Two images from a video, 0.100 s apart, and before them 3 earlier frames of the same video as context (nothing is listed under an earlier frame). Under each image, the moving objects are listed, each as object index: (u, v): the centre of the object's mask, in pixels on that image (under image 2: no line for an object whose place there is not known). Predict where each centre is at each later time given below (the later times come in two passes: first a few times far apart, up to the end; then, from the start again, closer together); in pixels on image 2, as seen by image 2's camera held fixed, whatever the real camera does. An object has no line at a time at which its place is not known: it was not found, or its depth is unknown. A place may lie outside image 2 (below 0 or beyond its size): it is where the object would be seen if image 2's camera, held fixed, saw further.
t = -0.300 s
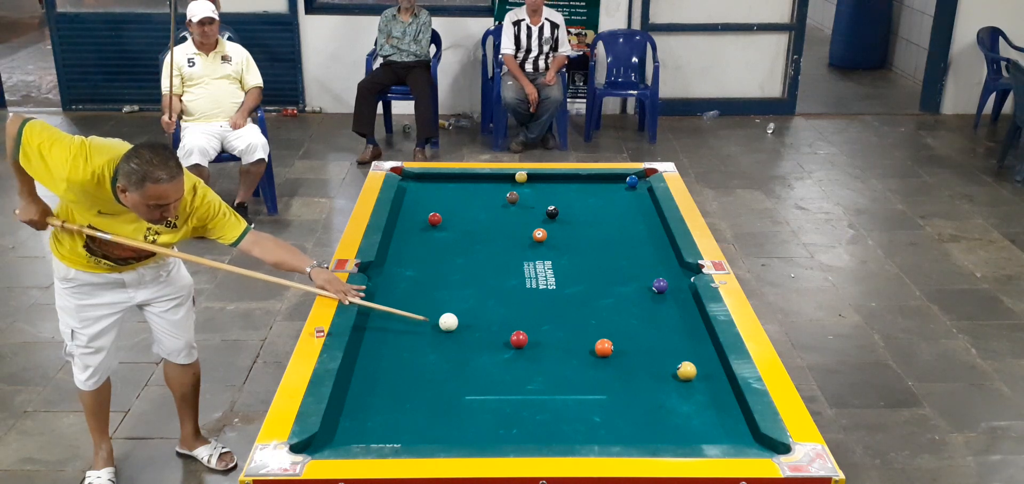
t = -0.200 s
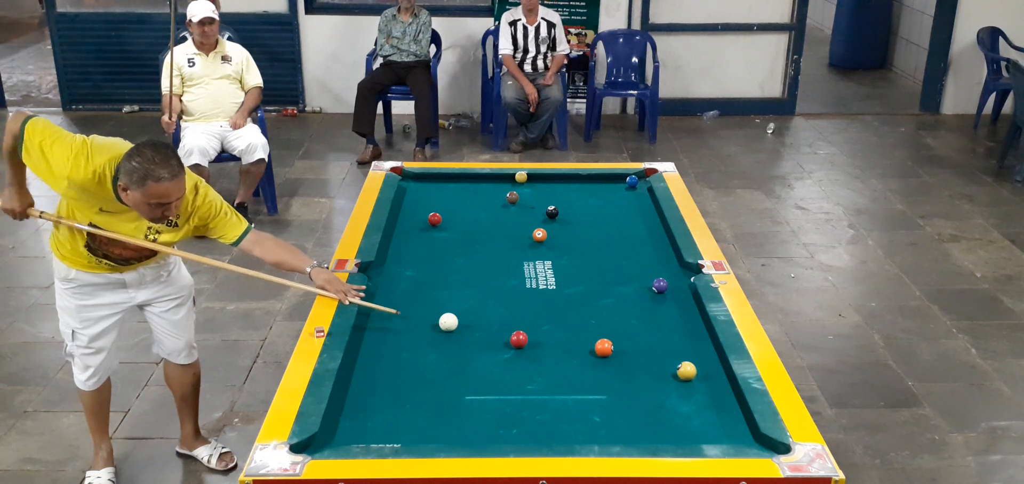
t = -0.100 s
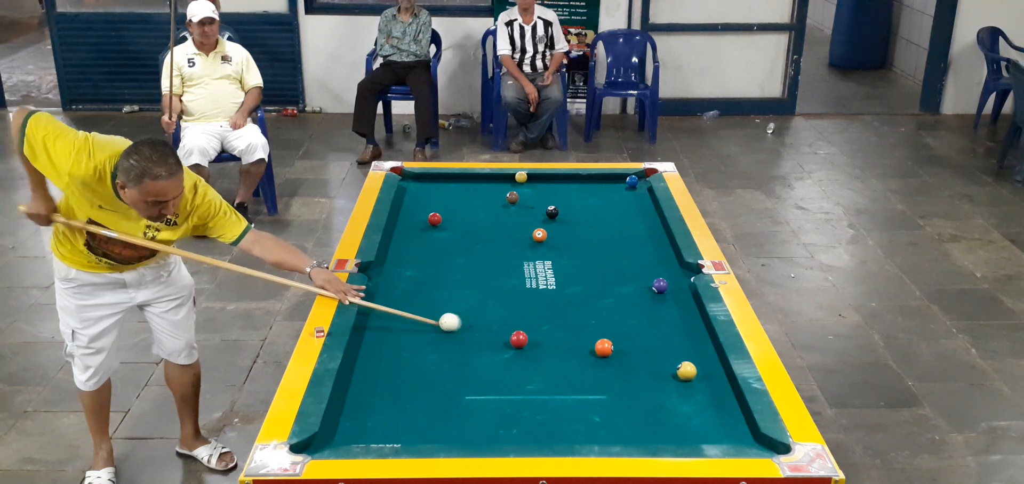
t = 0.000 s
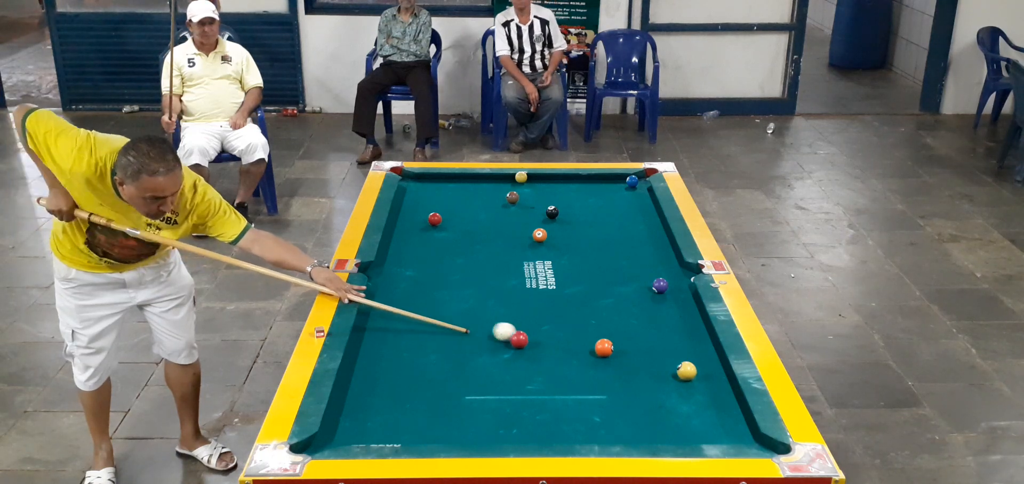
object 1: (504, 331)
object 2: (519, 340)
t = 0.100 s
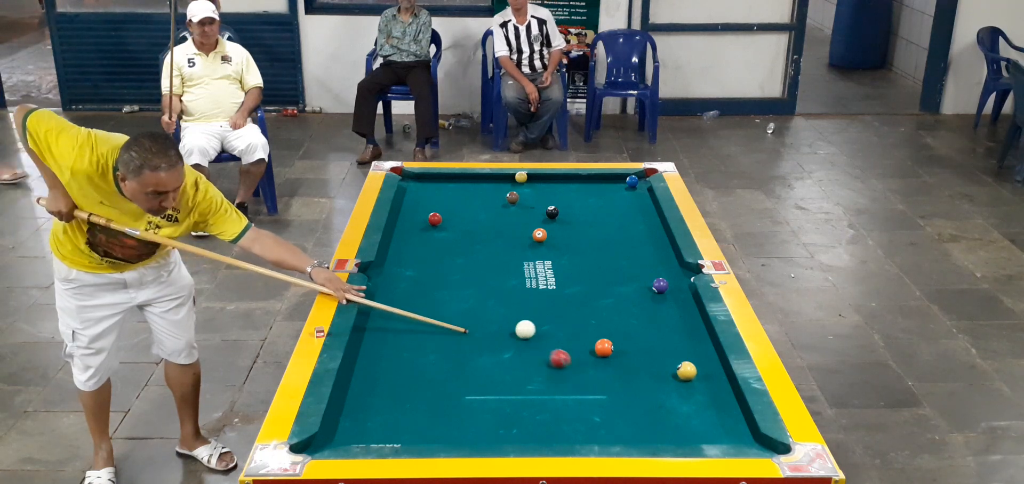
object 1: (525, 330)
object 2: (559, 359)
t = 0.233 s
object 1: (539, 326)
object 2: (610, 383)
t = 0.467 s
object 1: (559, 320)
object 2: (707, 428)
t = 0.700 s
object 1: (577, 315)
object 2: (763, 445)
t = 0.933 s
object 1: (592, 311)
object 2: (758, 445)
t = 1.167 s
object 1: (604, 307)
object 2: (758, 443)
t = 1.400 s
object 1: (614, 305)
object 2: (758, 443)
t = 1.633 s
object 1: (622, 303)
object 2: (759, 443)
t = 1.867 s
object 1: (627, 302)
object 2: (759, 443)
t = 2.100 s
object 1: (630, 302)
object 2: (759, 443)
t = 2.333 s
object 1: (631, 302)
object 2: (759, 443)
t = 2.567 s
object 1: (630, 302)
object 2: (759, 443)
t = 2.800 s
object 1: (630, 302)
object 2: (759, 443)
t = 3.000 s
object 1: (630, 302)
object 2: (759, 443)
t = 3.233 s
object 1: (630, 302)
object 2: (759, 443)
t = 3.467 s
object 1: (630, 302)
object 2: (759, 443)
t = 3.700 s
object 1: (630, 302)
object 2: (758, 443)
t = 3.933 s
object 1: (630, 302)
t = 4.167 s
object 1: (630, 302)
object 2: (760, 443)
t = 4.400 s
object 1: (630, 302)
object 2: (759, 443)
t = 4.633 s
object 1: (630, 302)
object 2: (759, 443)
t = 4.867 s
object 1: (630, 302)
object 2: (760, 443)
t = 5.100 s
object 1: (630, 302)
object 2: (760, 443)
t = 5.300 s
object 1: (630, 302)
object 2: (760, 443)
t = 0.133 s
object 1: (529, 329)
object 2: (572, 365)
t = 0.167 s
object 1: (533, 328)
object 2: (584, 371)
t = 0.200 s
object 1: (536, 327)
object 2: (597, 377)
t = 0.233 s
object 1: (539, 326)
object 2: (610, 383)
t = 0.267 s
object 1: (542, 325)
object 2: (622, 389)
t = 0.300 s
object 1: (545, 324)
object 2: (636, 395)
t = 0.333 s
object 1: (548, 323)
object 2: (650, 402)
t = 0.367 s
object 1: (551, 322)
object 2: (664, 408)
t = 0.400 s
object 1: (554, 322)
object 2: (678, 415)
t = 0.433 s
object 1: (557, 321)
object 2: (692, 422)
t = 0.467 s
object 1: (559, 320)
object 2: (707, 428)
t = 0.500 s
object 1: (562, 319)
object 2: (723, 435)
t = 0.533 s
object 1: (565, 318)
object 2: (738, 439)
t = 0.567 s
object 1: (567, 318)
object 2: (753, 441)
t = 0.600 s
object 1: (570, 317)
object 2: (762, 443)
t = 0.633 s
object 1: (572, 316)
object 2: (760, 445)
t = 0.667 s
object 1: (575, 316)
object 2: (761, 445)
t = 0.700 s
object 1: (577, 315)
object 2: (763, 445)
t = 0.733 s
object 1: (579, 314)
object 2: (765, 444)
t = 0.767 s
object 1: (581, 314)
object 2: (764, 444)
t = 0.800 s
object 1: (584, 313)
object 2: (763, 445)
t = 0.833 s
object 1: (586, 312)
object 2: (762, 445)
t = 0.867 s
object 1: (588, 312)
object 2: (761, 445)
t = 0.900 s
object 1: (590, 311)
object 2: (759, 445)
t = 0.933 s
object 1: (592, 311)
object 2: (758, 445)
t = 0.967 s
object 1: (594, 310)
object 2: (758, 444)
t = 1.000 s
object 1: (596, 310)
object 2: (758, 444)
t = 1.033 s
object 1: (598, 309)
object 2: (758, 444)
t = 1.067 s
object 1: (599, 309)
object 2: (758, 444)
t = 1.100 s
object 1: (601, 308)
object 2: (758, 444)
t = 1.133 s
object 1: (603, 308)
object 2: (758, 443)
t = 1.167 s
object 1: (604, 307)
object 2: (758, 443)
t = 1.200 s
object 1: (606, 307)
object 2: (758, 443)
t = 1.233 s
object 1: (607, 307)
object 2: (758, 443)
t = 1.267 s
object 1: (609, 306)
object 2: (758, 443)
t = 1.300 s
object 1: (610, 306)
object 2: (758, 443)
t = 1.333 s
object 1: (612, 306)
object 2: (758, 443)
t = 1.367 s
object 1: (613, 305)
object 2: (758, 443)
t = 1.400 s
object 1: (614, 305)
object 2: (758, 443)
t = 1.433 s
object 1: (616, 305)
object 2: (758, 443)
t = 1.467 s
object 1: (617, 304)
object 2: (758, 443)
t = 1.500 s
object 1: (618, 304)
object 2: (758, 443)
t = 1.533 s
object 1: (619, 304)
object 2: (759, 443)
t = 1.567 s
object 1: (620, 304)
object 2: (759, 443)
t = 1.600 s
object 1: (621, 303)
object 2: (759, 443)
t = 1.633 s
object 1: (622, 303)
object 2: (759, 443)
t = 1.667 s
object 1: (623, 303)
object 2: (759, 443)
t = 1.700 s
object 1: (624, 303)
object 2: (759, 443)
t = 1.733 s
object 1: (625, 303)
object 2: (759, 443)
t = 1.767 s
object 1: (625, 303)
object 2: (759, 443)
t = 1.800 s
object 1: (626, 302)
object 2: (759, 443)
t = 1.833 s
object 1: (627, 302)
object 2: (759, 443)
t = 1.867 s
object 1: (627, 302)
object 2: (759, 443)
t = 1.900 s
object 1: (628, 302)
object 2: (759, 443)
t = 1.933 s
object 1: (629, 302)
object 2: (759, 443)
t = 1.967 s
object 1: (629, 302)
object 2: (759, 443)
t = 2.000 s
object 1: (630, 302)
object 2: (759, 443)
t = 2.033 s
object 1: (630, 302)
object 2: (759, 443)
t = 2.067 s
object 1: (630, 302)
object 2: (759, 443)
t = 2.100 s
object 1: (630, 302)
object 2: (759, 443)
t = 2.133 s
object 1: (631, 302)
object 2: (759, 443)
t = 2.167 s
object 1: (631, 302)
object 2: (759, 443)
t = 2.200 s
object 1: (631, 302)
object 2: (759, 443)
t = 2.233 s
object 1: (631, 302)
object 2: (759, 443)
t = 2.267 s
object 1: (631, 302)
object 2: (759, 443)
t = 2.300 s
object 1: (631, 302)
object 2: (759, 443)
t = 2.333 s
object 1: (631, 302)
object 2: (759, 443)
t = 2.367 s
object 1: (630, 302)
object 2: (759, 443)
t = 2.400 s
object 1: (630, 302)
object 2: (759, 443)
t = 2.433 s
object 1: (630, 302)
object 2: (759, 443)
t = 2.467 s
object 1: (630, 302)
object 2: (759, 443)
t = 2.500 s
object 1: (630, 302)
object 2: (759, 443)
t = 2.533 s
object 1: (630, 302)
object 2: (759, 443)
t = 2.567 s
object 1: (630, 302)
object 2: (759, 443)
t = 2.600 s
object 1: (630, 302)
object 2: (759, 443)
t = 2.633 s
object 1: (630, 302)
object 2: (759, 443)
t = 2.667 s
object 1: (630, 302)
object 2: (759, 443)
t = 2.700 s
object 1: (630, 302)
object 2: (759, 443)
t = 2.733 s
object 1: (630, 302)
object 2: (759, 443)
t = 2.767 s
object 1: (630, 302)
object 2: (759, 443)
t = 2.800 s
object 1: (630, 302)
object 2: (759, 443)
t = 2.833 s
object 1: (630, 302)
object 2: (759, 443)
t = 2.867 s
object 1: (630, 302)
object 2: (759, 443)
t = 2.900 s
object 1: (630, 302)
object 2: (759, 443)
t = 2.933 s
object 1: (630, 302)
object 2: (759, 443)
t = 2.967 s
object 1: (630, 302)
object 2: (759, 443)
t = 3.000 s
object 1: (630, 302)
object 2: (759, 443)
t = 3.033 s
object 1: (630, 302)
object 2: (759, 443)
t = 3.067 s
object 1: (630, 302)
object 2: (759, 443)
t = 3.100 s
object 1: (630, 302)
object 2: (759, 443)
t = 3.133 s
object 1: (630, 302)
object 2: (759, 443)
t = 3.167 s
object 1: (630, 302)
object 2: (759, 443)
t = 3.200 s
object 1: (630, 302)
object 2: (759, 443)
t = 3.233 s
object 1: (630, 302)
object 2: (759, 443)
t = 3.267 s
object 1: (630, 302)
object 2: (759, 443)
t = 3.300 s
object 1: (630, 302)
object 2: (759, 443)
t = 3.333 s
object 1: (630, 302)
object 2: (759, 443)
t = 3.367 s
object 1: (630, 302)
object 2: (759, 443)
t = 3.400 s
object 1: (630, 302)
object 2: (759, 443)
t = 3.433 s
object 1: (630, 302)
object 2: (759, 443)
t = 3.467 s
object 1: (630, 302)
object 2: (759, 443)
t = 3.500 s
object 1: (630, 302)
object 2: (760, 443)
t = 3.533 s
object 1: (630, 302)
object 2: (759, 443)
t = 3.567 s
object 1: (630, 302)
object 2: (760, 443)
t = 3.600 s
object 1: (630, 302)
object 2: (759, 443)
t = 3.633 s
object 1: (630, 302)
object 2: (759, 443)
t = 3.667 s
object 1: (630, 302)
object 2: (759, 443)
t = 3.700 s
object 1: (630, 302)
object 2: (758, 443)
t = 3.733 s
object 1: (630, 302)
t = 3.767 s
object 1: (630, 302)
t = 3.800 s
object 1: (630, 302)
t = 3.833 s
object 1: (630, 302)
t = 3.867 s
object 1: (630, 302)
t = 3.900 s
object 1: (630, 302)
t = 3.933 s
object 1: (630, 302)
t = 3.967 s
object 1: (630, 302)
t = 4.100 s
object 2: (760, 443)
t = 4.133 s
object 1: (630, 301)
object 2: (759, 443)
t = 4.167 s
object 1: (630, 302)
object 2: (760, 443)
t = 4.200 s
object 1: (630, 302)
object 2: (760, 443)
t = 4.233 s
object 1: (630, 302)
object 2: (760, 443)
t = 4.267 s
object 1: (630, 302)
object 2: (760, 443)
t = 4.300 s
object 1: (630, 302)
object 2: (760, 443)
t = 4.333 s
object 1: (630, 302)
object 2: (760, 443)
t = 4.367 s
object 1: (630, 302)
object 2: (759, 443)
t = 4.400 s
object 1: (630, 302)
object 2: (759, 443)
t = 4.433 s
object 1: (630, 302)
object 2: (759, 443)
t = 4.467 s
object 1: (630, 302)
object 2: (759, 443)
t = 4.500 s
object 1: (630, 302)
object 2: (759, 443)
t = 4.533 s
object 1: (630, 302)
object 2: (760, 443)
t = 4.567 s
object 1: (630, 302)
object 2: (759, 443)
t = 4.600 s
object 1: (630, 302)
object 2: (759, 443)
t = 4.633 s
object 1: (630, 302)
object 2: (759, 443)
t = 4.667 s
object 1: (630, 302)
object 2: (760, 443)
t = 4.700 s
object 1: (630, 302)
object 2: (760, 443)
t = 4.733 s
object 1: (630, 302)
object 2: (759, 443)
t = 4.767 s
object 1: (630, 302)
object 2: (759, 443)
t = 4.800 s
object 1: (630, 302)
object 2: (760, 443)
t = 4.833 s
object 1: (630, 302)
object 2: (760, 443)
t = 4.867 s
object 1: (630, 302)
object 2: (760, 443)
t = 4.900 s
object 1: (630, 302)
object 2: (760, 443)
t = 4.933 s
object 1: (630, 302)
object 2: (759, 443)
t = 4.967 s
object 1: (630, 302)
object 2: (760, 443)
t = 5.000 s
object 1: (630, 302)
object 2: (760, 443)
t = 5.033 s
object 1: (630, 302)
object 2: (759, 443)
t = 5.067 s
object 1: (630, 302)
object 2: (760, 443)
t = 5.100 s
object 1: (630, 302)
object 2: (760, 443)
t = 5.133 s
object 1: (630, 302)
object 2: (759, 443)
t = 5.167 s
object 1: (630, 302)
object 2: (760, 443)
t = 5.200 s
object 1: (630, 302)
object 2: (760, 443)
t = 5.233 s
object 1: (630, 302)
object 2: (760, 443)
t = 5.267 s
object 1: (630, 302)
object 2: (760, 443)
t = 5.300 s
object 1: (630, 302)
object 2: (760, 443)
